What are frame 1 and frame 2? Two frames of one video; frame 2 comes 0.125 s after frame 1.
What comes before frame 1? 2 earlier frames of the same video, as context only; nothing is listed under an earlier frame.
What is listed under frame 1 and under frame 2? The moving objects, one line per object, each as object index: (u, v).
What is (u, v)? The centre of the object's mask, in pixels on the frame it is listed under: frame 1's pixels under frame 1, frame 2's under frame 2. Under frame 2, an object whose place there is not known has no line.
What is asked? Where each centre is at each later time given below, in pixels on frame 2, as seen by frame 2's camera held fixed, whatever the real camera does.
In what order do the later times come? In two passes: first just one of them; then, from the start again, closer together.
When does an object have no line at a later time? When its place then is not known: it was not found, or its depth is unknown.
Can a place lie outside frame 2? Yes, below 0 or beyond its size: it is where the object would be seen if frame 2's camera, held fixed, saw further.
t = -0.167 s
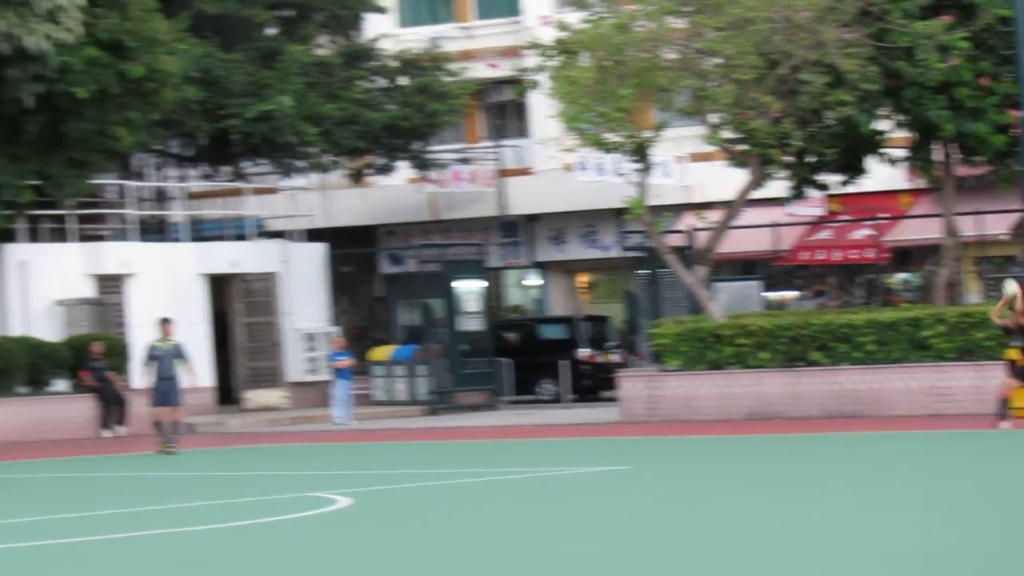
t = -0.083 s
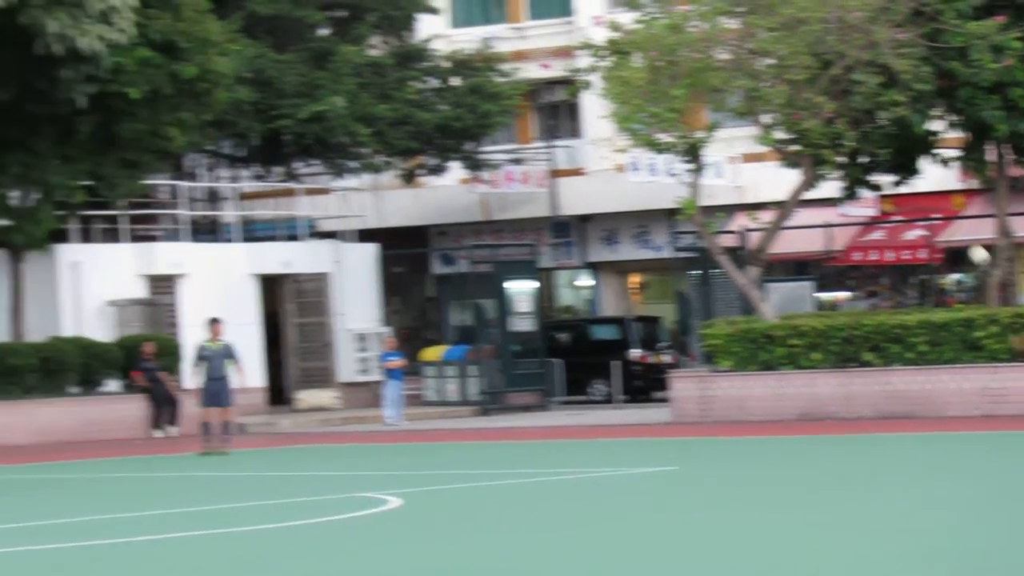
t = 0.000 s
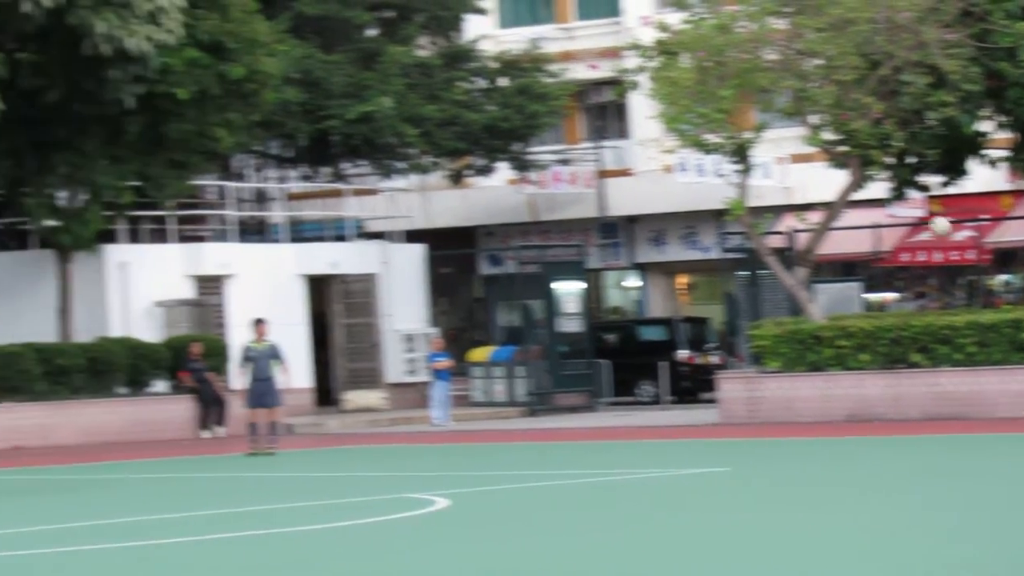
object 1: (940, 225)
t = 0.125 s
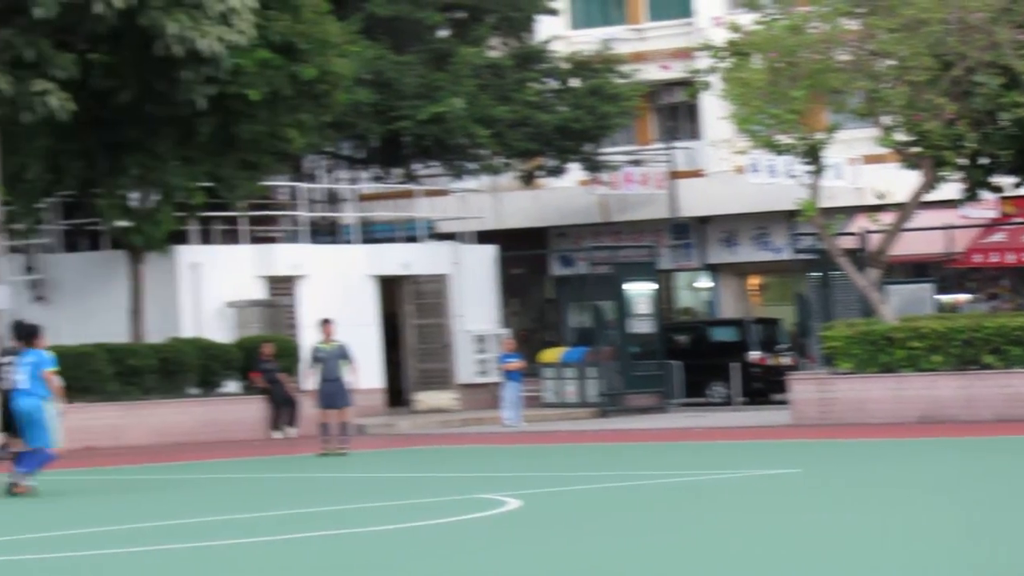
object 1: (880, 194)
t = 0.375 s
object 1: (613, 148)
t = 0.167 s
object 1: (835, 181)
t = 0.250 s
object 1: (744, 166)
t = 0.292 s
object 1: (703, 158)
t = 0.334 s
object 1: (658, 152)
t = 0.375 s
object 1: (613, 148)
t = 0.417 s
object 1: (568, 145)
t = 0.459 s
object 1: (524, 143)
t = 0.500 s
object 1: (479, 143)
